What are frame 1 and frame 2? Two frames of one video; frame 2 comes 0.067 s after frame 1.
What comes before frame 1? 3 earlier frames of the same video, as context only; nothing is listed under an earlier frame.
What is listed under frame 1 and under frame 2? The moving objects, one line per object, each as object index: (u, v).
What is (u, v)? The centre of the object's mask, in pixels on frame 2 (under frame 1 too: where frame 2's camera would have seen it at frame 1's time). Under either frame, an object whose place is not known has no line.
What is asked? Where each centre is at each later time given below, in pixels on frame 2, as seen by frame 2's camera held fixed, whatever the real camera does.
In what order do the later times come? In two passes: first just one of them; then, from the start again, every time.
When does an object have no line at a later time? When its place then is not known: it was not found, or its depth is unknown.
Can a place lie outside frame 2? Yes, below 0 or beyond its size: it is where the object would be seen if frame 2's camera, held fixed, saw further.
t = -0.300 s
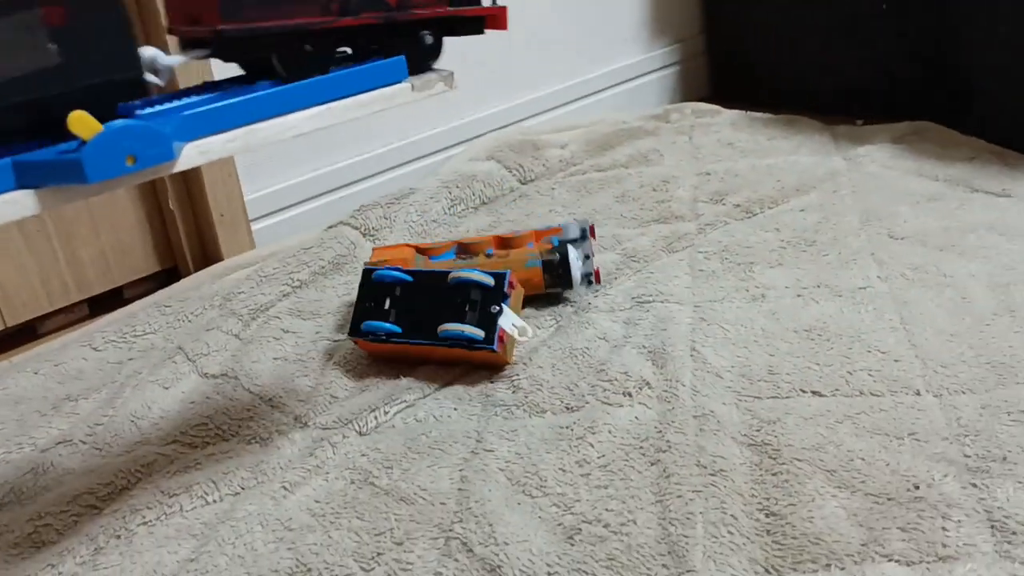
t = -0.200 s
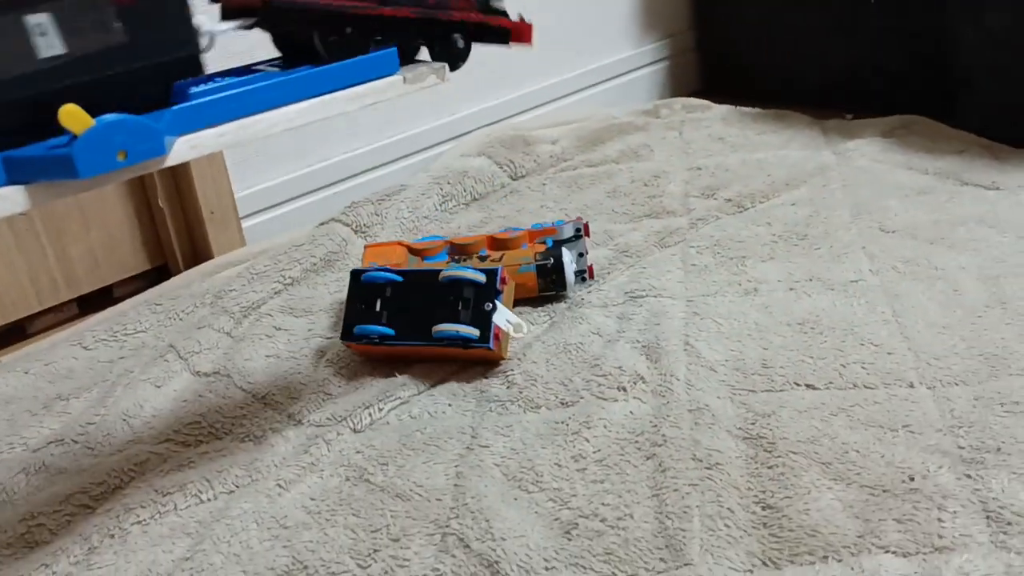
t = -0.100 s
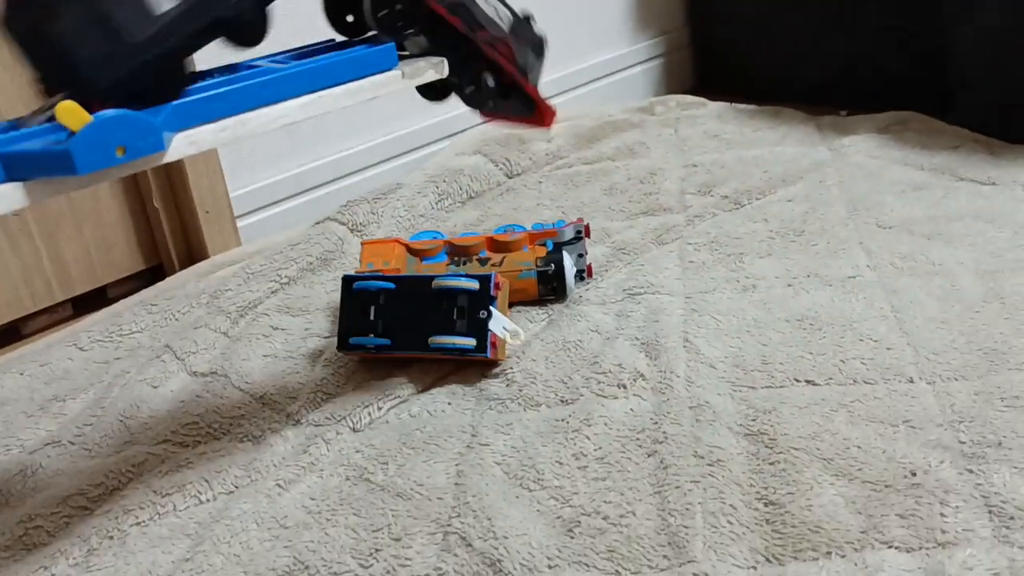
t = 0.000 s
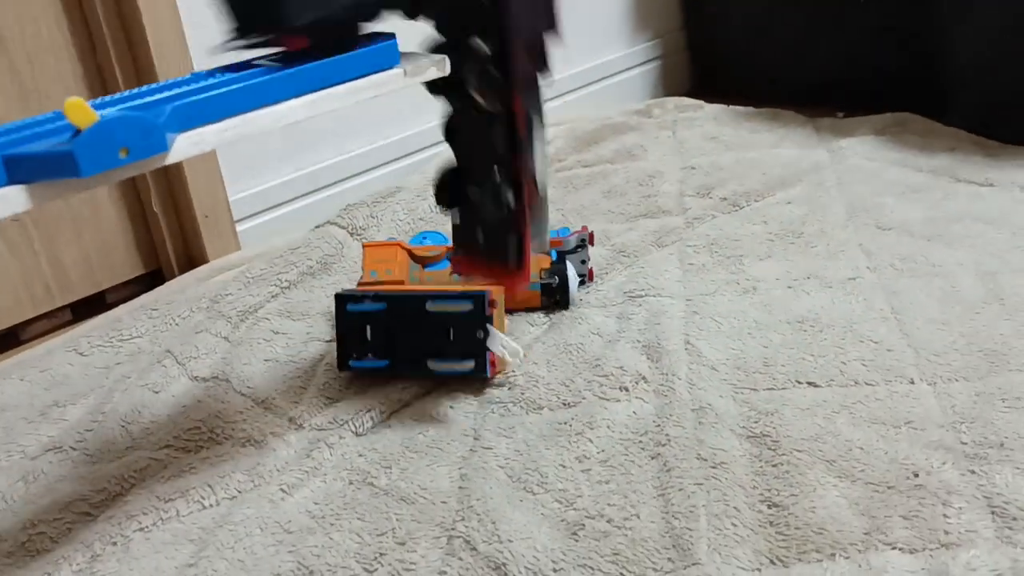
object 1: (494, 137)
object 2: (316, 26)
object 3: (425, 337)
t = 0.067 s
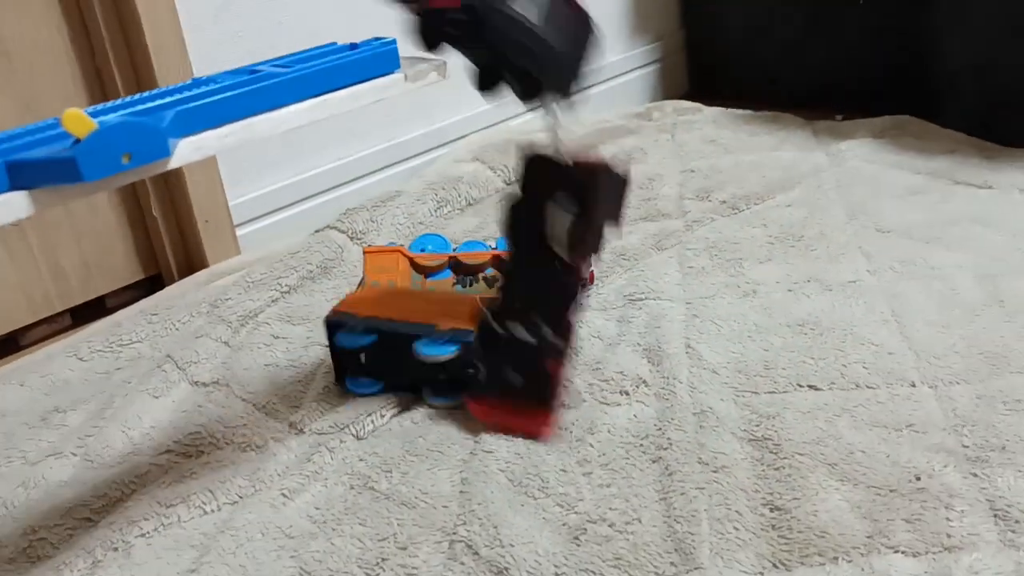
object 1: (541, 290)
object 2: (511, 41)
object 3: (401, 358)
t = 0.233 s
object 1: (715, 302)
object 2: (830, 221)
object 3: (371, 366)
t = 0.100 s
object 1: (581, 304)
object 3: (406, 339)
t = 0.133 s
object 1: (616, 300)
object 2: (662, 125)
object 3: (392, 347)
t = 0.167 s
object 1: (650, 304)
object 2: (730, 173)
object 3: (382, 361)
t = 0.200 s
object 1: (683, 308)
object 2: (797, 161)
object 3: (377, 361)
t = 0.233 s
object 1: (715, 302)
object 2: (830, 221)
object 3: (371, 366)
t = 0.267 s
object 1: (748, 309)
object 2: (849, 219)
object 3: (363, 371)
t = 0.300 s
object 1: (774, 312)
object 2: (859, 217)
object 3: (354, 376)
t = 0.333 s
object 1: (782, 310)
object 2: (865, 214)
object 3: (348, 377)
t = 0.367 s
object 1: (781, 312)
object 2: (866, 214)
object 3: (350, 377)
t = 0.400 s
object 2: (864, 216)
